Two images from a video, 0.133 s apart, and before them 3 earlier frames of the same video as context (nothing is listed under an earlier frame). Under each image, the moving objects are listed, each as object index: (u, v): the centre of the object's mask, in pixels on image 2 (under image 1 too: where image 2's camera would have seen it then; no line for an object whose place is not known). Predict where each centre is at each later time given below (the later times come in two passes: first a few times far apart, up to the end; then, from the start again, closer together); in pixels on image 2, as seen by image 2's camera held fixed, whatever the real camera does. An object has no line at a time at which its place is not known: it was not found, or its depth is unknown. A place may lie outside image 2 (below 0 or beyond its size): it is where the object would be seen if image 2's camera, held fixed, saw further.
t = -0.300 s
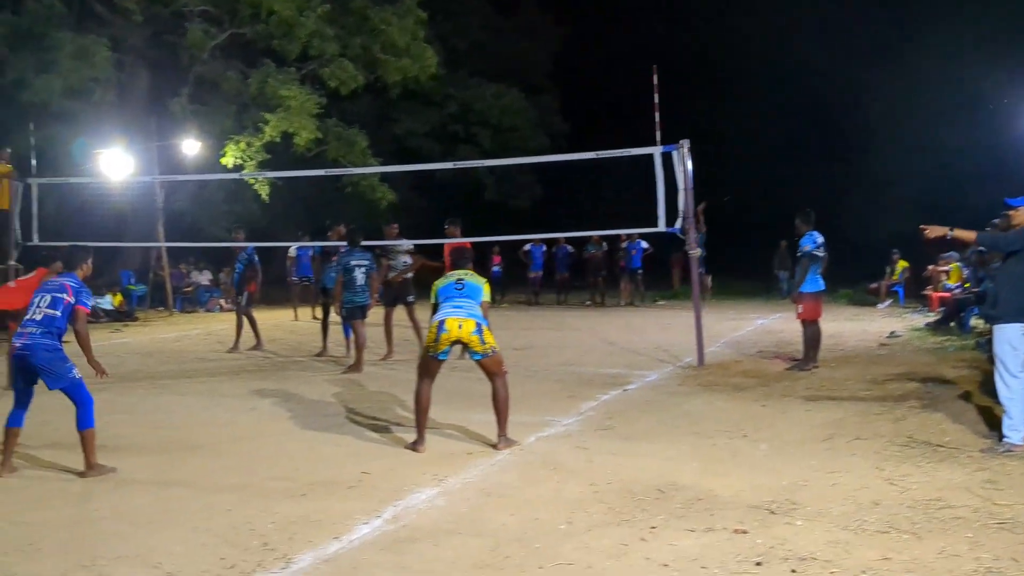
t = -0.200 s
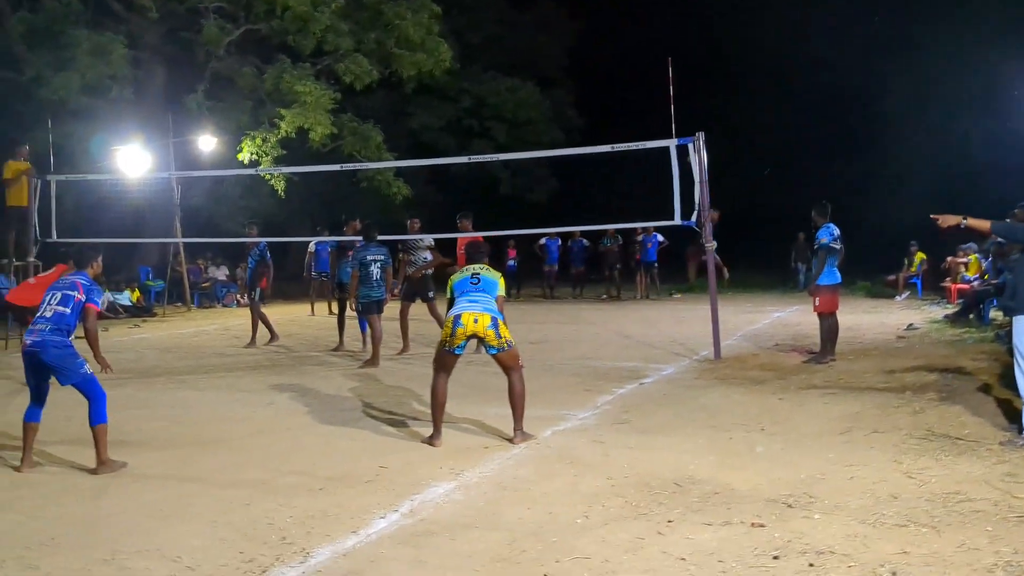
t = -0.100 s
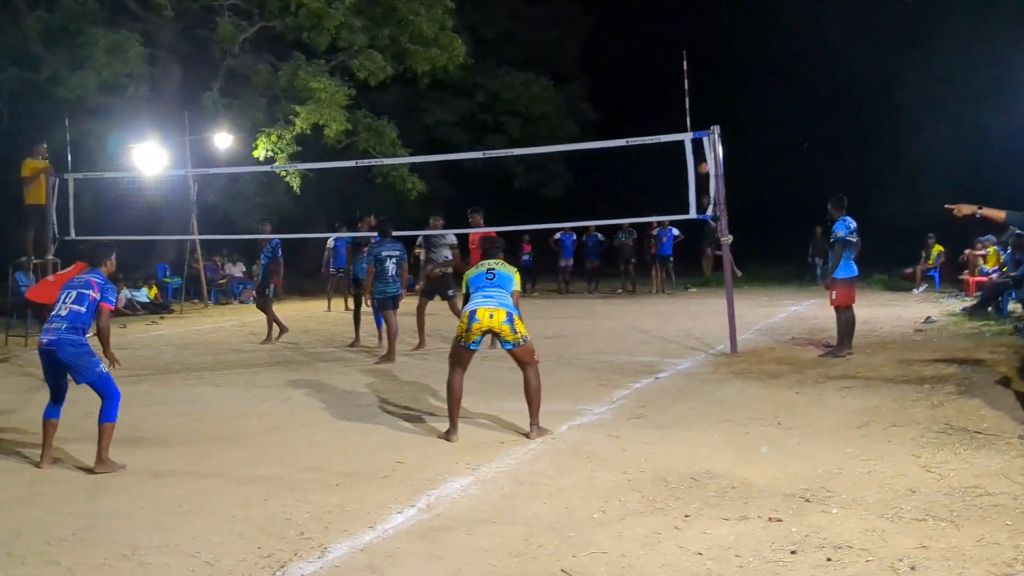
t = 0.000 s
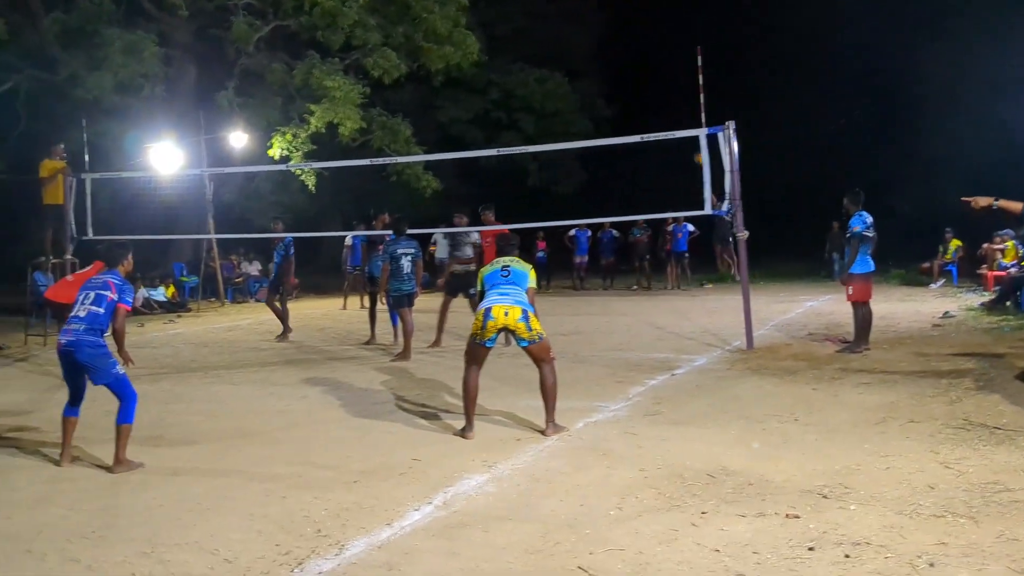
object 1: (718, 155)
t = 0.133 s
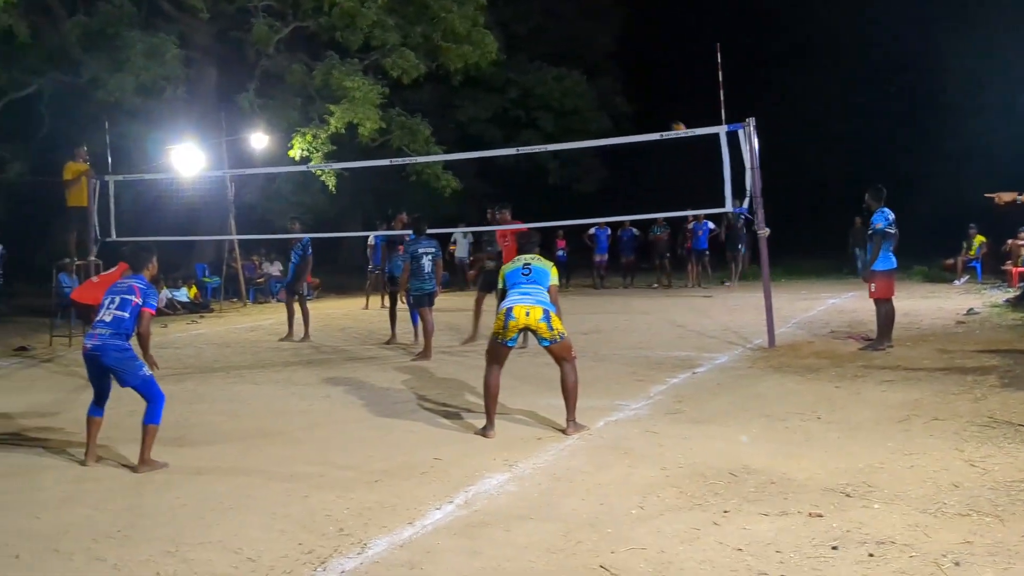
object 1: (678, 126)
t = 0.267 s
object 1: (630, 110)
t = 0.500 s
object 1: (519, 105)
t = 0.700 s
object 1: (383, 143)
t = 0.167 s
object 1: (667, 123)
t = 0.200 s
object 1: (655, 119)
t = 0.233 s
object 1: (643, 114)
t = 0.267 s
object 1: (630, 110)
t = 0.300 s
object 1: (617, 107)
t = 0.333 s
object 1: (602, 105)
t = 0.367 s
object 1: (587, 104)
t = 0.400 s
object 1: (571, 103)
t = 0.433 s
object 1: (555, 102)
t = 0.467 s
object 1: (537, 104)
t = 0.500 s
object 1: (519, 105)
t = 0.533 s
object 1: (499, 108)
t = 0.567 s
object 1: (479, 112)
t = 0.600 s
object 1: (456, 117)
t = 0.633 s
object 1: (433, 124)
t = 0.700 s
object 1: (383, 143)
